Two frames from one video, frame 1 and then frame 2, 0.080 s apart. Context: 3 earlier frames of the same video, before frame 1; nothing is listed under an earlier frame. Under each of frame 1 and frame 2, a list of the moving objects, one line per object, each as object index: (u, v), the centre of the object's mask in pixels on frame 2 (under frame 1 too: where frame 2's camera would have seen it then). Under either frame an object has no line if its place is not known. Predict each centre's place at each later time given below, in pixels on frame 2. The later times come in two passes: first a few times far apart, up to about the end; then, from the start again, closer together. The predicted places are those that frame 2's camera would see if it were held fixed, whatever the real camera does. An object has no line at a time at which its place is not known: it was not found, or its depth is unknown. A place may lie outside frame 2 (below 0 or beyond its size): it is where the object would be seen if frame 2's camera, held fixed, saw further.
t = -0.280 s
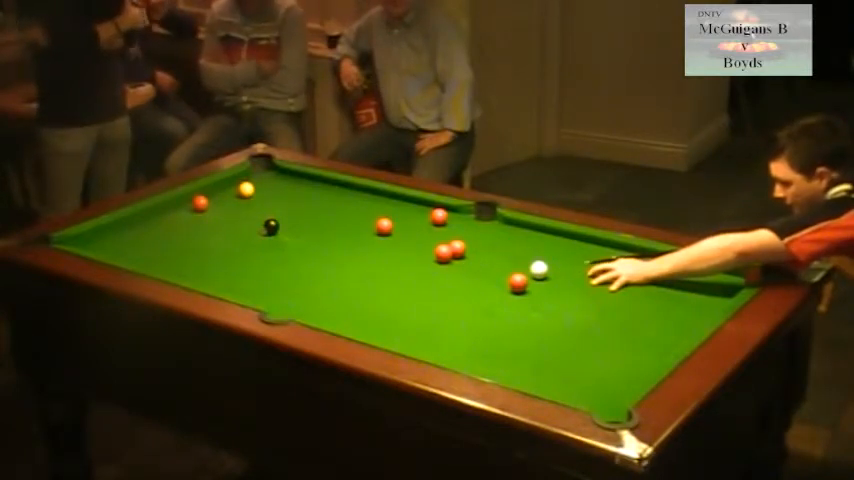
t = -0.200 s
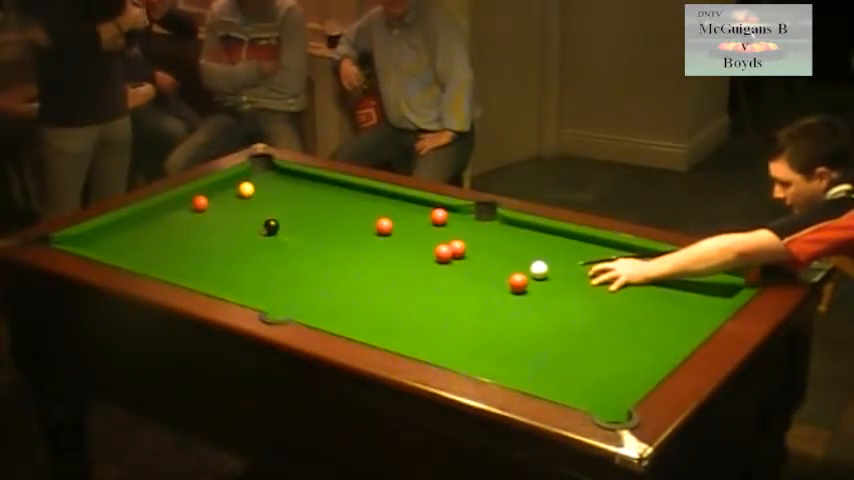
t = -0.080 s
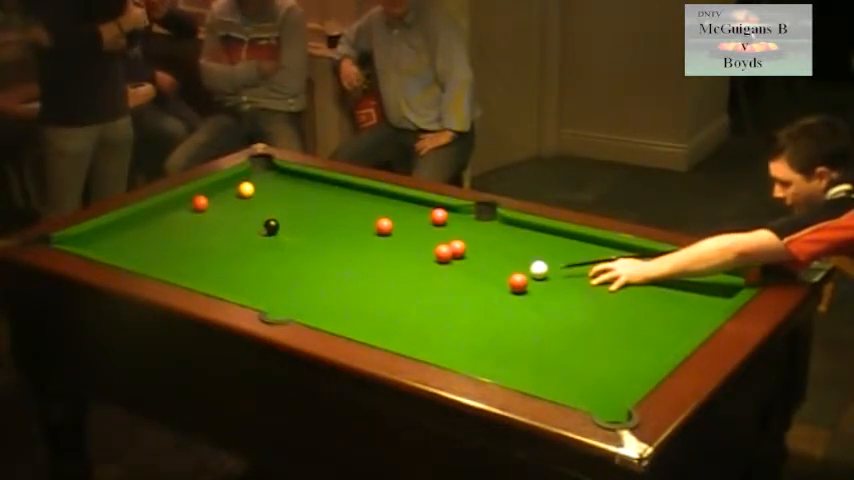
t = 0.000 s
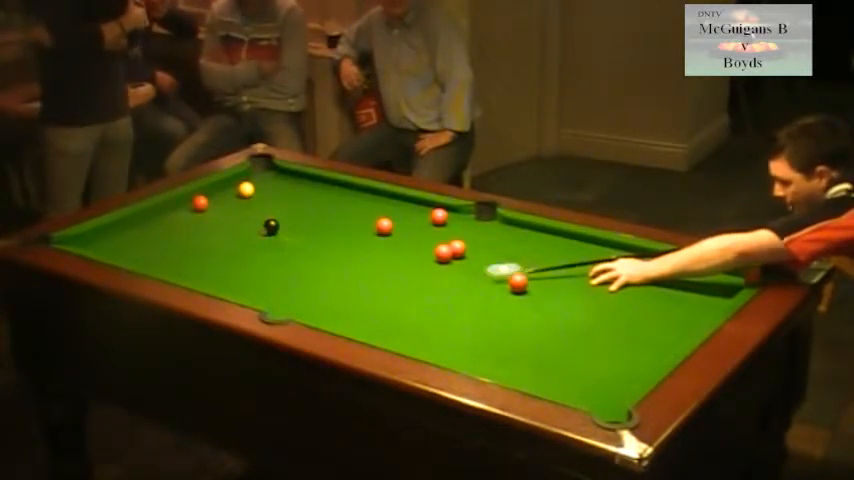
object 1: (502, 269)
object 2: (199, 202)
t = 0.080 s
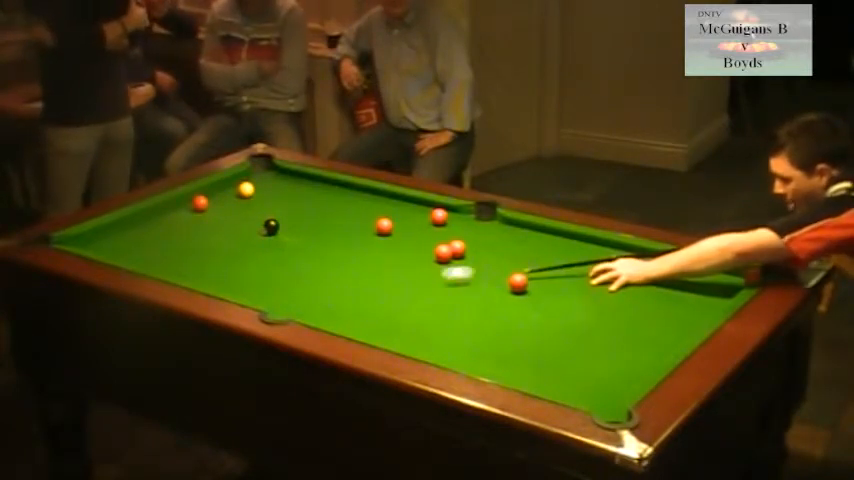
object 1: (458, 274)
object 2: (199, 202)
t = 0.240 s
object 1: (372, 280)
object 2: (199, 202)
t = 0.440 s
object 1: (265, 287)
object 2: (199, 202)
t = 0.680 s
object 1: (218, 269)
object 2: (199, 202)
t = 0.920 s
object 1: (208, 243)
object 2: (199, 202)
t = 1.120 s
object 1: (201, 224)
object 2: (199, 202)
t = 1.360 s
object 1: (191, 208)
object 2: (202, 198)
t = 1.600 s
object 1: (174, 204)
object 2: (209, 188)
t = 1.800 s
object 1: (174, 204)
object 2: (219, 183)
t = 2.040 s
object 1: (184, 206)
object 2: (237, 179)
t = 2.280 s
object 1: (194, 207)
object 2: (253, 176)
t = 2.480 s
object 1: (201, 209)
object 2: (264, 175)
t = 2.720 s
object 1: (207, 210)
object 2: (277, 173)
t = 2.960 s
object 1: (212, 211)
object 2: (284, 171)
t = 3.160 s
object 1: (215, 211)
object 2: (282, 174)
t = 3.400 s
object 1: (217, 211)
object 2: (281, 174)
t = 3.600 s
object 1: (218, 212)
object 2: (280, 175)
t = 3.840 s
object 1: (218, 212)
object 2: (279, 175)
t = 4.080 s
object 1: (218, 212)
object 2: (279, 176)
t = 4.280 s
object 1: (218, 212)
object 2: (279, 176)
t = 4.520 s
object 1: (218, 212)
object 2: (279, 176)
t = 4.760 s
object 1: (218, 211)
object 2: (279, 176)
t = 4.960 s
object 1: (218, 211)
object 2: (279, 176)
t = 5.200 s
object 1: (218, 211)
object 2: (279, 176)
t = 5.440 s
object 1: (218, 211)
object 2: (279, 176)
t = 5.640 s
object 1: (218, 211)
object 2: (279, 176)
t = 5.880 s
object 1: (218, 211)
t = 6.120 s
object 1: (218, 211)
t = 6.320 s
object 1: (218, 211)
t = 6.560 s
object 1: (218, 211)
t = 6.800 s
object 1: (218, 211)
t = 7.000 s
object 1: (218, 211)
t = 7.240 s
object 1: (218, 211)
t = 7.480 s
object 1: (218, 211)
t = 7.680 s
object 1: (218, 211)
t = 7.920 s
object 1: (218, 211)
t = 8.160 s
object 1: (218, 211)
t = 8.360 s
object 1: (218, 211)
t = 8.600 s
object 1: (218, 211)
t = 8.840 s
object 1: (218, 211)
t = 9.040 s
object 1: (218, 211)
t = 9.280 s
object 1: (218, 211)
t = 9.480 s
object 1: (218, 211)
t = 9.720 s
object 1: (218, 211)
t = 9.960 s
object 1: (218, 211)
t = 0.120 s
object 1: (435, 276)
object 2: (199, 202)
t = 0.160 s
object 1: (414, 277)
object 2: (199, 202)
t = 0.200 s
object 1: (393, 278)
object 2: (199, 202)
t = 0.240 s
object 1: (372, 280)
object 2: (199, 202)
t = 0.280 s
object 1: (350, 281)
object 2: (199, 202)
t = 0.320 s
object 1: (329, 283)
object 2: (199, 202)
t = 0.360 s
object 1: (307, 284)
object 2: (199, 202)
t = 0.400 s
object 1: (286, 286)
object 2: (199, 202)
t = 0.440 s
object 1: (265, 287)
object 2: (199, 202)
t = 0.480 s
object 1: (244, 287)
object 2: (199, 202)
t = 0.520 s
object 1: (226, 287)
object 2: (199, 202)
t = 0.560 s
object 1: (223, 281)
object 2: (199, 202)
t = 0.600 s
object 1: (222, 278)
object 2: (199, 202)
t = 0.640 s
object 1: (220, 274)
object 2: (199, 202)
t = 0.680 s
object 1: (218, 269)
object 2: (199, 202)
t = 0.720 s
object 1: (216, 265)
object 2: (199, 202)
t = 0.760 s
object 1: (214, 260)
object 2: (199, 202)
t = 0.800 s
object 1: (213, 256)
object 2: (199, 202)
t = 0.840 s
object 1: (211, 252)
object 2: (199, 202)
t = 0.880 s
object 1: (210, 247)
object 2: (199, 202)
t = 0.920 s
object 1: (208, 243)
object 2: (199, 202)
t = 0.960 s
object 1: (207, 240)
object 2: (199, 202)
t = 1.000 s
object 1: (205, 235)
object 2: (199, 202)
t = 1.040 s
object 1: (204, 232)
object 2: (199, 202)
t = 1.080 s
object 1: (203, 228)
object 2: (199, 202)
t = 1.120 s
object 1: (201, 224)
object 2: (199, 202)
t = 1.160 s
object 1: (200, 221)
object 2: (199, 202)
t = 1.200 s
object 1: (199, 217)
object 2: (200, 200)
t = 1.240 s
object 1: (198, 214)
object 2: (200, 199)
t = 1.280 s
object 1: (196, 210)
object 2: (200, 198)
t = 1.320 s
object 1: (194, 209)
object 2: (202, 198)
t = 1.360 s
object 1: (191, 208)
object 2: (202, 198)
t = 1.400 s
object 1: (188, 208)
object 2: (203, 197)
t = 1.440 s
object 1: (185, 207)
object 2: (205, 196)
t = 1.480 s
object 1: (183, 206)
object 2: (205, 194)
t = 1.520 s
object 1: (180, 205)
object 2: (207, 193)
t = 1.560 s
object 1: (177, 205)
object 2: (208, 191)
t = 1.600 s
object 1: (174, 204)
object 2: (209, 188)
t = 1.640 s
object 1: (172, 204)
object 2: (210, 187)
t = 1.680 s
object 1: (169, 203)
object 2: (211, 186)
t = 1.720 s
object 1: (170, 203)
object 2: (213, 185)
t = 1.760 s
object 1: (171, 203)
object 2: (216, 183)
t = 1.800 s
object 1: (174, 204)
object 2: (219, 183)
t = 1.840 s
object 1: (175, 204)
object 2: (222, 183)
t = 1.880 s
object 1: (177, 204)
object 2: (225, 182)
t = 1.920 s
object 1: (179, 205)
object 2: (228, 182)
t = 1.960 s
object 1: (181, 205)
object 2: (230, 181)
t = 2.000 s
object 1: (182, 205)
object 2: (233, 180)
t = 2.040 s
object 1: (184, 206)
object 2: (237, 179)
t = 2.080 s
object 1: (186, 206)
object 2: (239, 178)
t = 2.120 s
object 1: (188, 206)
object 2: (241, 177)
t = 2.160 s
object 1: (189, 206)
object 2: (245, 176)
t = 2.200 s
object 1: (191, 206)
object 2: (247, 176)
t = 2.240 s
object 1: (192, 207)
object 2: (250, 176)
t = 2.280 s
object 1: (194, 207)
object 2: (253, 176)
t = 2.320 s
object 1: (195, 208)
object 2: (256, 176)
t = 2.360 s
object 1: (196, 208)
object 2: (258, 175)
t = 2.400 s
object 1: (198, 208)
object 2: (260, 175)
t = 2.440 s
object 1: (200, 208)
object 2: (263, 175)
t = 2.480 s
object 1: (201, 209)
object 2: (264, 175)
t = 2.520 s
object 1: (202, 209)
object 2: (265, 174)
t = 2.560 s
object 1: (203, 209)
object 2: (268, 173)
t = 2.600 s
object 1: (204, 209)
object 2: (270, 174)
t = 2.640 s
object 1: (205, 209)
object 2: (271, 173)
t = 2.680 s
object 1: (206, 210)
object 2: (275, 173)
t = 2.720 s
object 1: (207, 210)
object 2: (277, 173)
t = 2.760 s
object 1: (208, 210)
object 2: (279, 172)
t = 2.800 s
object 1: (209, 210)
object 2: (280, 172)
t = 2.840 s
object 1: (210, 210)
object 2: (282, 172)
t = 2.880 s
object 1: (211, 210)
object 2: (283, 171)
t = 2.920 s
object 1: (212, 210)
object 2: (284, 172)
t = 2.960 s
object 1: (212, 211)
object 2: (284, 171)
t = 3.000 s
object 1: (213, 211)
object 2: (284, 172)
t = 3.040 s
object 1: (214, 211)
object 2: (284, 172)
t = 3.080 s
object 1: (214, 211)
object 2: (283, 172)
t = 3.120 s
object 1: (215, 211)
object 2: (283, 172)
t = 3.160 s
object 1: (215, 211)
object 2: (282, 174)
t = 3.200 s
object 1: (216, 211)
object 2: (282, 174)
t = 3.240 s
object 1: (216, 211)
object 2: (282, 174)
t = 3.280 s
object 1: (217, 211)
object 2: (281, 175)
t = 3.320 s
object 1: (217, 211)
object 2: (281, 175)
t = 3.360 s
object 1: (217, 211)
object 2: (281, 174)
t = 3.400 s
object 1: (217, 211)
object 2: (281, 174)
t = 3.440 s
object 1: (218, 211)
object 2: (280, 175)
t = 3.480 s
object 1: (218, 211)
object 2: (280, 175)
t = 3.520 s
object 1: (218, 211)
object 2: (280, 175)
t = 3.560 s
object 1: (218, 211)
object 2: (280, 175)
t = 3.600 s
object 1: (218, 212)
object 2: (280, 175)
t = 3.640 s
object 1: (218, 212)
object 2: (279, 175)
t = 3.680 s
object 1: (218, 212)
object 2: (279, 175)
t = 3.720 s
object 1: (218, 212)
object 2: (279, 176)
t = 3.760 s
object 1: (218, 212)
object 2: (279, 176)
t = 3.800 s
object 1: (218, 212)
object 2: (279, 175)
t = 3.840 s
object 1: (218, 212)
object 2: (279, 175)
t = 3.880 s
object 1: (218, 212)
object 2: (279, 175)
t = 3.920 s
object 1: (218, 212)
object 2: (279, 176)
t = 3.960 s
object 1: (218, 212)
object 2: (279, 176)
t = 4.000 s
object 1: (218, 212)
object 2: (279, 176)
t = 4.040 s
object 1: (218, 212)
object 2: (279, 176)
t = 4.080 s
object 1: (218, 212)
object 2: (279, 176)
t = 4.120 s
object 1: (218, 212)
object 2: (279, 176)
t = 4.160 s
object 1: (218, 212)
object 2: (279, 176)
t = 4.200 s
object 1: (218, 212)
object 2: (279, 176)
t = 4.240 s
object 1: (218, 212)
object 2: (279, 176)
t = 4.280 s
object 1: (218, 212)
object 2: (279, 176)
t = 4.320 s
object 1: (218, 212)
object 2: (279, 176)
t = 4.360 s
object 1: (218, 212)
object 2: (279, 176)
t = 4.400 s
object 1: (218, 212)
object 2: (279, 176)
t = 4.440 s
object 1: (218, 212)
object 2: (279, 176)
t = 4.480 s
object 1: (218, 212)
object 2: (279, 176)
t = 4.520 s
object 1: (218, 212)
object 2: (279, 176)
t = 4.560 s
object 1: (218, 212)
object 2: (279, 176)
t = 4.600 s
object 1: (218, 212)
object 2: (279, 176)
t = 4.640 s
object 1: (218, 212)
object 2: (279, 176)
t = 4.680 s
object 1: (218, 212)
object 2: (279, 176)
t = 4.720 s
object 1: (218, 212)
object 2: (279, 176)
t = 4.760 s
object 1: (218, 211)
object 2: (279, 176)
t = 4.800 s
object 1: (218, 211)
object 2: (279, 176)
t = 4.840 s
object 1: (218, 211)
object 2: (279, 176)
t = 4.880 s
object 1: (218, 211)
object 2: (279, 176)
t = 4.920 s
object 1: (218, 211)
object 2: (279, 176)
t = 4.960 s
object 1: (218, 211)
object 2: (279, 176)
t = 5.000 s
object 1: (218, 211)
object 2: (278, 176)
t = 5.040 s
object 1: (218, 211)
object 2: (279, 176)
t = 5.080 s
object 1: (218, 211)
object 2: (279, 176)
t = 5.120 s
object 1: (218, 211)
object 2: (279, 176)
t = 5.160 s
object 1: (218, 211)
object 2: (279, 176)
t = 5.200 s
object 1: (218, 211)
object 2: (279, 176)
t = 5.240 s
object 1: (218, 211)
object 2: (279, 176)
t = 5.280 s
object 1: (218, 211)
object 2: (279, 176)
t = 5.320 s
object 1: (218, 211)
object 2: (279, 176)
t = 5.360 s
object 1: (218, 211)
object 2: (279, 176)
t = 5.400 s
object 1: (218, 211)
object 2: (279, 176)
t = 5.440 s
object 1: (218, 211)
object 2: (279, 176)
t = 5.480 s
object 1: (218, 211)
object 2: (279, 176)
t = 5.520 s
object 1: (218, 211)
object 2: (279, 176)
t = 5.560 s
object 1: (218, 211)
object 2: (279, 176)
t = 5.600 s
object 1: (218, 211)
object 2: (279, 176)
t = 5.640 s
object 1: (218, 211)
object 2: (279, 176)
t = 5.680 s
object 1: (218, 211)
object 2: (279, 176)
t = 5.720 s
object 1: (218, 211)
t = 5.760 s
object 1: (218, 211)
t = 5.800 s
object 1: (218, 211)
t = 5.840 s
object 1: (218, 211)
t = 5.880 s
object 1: (218, 211)
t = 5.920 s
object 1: (218, 211)
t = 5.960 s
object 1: (218, 211)
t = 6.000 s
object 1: (218, 211)
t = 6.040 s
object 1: (218, 211)
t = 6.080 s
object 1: (218, 211)
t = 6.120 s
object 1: (218, 211)
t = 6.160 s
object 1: (218, 211)
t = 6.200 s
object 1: (218, 211)
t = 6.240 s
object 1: (218, 211)
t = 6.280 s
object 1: (218, 211)
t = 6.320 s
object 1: (218, 211)
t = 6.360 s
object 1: (218, 211)
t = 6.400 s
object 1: (218, 211)
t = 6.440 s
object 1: (218, 211)
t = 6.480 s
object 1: (218, 211)
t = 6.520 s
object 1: (218, 211)
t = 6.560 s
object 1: (218, 211)
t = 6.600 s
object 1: (218, 211)
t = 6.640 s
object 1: (218, 211)
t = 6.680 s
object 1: (218, 211)
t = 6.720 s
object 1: (218, 211)
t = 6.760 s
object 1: (218, 211)
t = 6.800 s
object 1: (218, 211)
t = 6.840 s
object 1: (218, 211)
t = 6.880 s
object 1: (218, 211)
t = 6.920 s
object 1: (218, 211)
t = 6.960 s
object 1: (218, 211)
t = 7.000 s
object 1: (218, 211)
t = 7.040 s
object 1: (218, 211)
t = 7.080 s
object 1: (218, 211)
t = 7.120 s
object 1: (218, 211)
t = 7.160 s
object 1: (218, 211)
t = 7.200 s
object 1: (218, 211)
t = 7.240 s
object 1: (218, 211)
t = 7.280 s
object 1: (218, 211)
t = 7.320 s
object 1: (218, 211)
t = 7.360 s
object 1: (218, 211)
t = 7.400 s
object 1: (218, 211)
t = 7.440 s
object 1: (218, 211)
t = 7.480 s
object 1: (218, 211)
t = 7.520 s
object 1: (218, 211)
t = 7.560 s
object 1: (218, 211)
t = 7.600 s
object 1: (218, 211)
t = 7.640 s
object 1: (218, 211)
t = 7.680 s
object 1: (218, 211)
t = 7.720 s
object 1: (218, 211)
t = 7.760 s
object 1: (218, 211)
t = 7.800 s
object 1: (218, 211)
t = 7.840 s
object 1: (218, 211)
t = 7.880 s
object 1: (218, 211)
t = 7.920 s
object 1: (218, 211)
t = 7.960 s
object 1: (218, 211)
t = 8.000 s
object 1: (218, 211)
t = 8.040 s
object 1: (218, 211)
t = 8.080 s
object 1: (218, 211)
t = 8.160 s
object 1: (218, 211)
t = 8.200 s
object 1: (218, 211)
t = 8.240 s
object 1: (218, 211)
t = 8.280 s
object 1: (218, 211)
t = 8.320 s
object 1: (218, 211)
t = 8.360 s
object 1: (218, 211)
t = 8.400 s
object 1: (218, 211)
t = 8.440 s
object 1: (218, 211)
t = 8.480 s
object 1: (218, 211)
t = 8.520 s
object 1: (218, 211)
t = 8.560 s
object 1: (218, 211)
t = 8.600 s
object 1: (218, 211)
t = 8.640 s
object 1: (218, 211)
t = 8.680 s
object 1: (218, 211)
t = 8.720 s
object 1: (218, 211)
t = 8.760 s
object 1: (218, 211)
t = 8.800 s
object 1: (218, 211)
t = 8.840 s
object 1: (218, 211)
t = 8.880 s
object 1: (218, 211)
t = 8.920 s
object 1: (218, 211)
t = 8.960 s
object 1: (218, 211)
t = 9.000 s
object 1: (218, 211)
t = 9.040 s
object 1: (218, 211)
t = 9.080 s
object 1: (218, 211)
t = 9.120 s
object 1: (218, 211)
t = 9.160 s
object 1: (218, 211)
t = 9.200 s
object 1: (218, 211)
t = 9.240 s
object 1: (218, 211)
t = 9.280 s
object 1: (218, 211)
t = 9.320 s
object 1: (218, 211)
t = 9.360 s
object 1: (218, 211)
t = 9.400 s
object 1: (218, 211)
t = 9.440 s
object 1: (218, 211)
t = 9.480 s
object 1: (218, 211)
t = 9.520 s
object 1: (218, 211)
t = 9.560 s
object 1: (218, 211)
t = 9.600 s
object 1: (218, 211)
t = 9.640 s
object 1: (218, 211)
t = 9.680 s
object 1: (218, 211)
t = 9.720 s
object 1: (218, 211)
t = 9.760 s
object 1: (218, 211)
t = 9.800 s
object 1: (218, 211)
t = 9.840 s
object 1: (218, 211)
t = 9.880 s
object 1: (218, 211)
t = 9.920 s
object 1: (218, 211)
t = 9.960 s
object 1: (218, 211)
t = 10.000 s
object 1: (219, 211)
